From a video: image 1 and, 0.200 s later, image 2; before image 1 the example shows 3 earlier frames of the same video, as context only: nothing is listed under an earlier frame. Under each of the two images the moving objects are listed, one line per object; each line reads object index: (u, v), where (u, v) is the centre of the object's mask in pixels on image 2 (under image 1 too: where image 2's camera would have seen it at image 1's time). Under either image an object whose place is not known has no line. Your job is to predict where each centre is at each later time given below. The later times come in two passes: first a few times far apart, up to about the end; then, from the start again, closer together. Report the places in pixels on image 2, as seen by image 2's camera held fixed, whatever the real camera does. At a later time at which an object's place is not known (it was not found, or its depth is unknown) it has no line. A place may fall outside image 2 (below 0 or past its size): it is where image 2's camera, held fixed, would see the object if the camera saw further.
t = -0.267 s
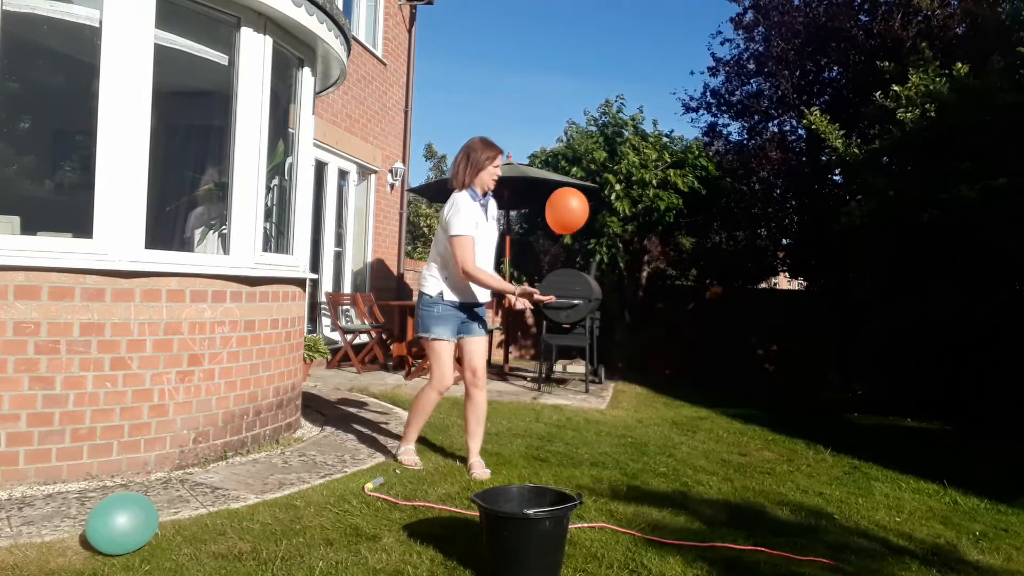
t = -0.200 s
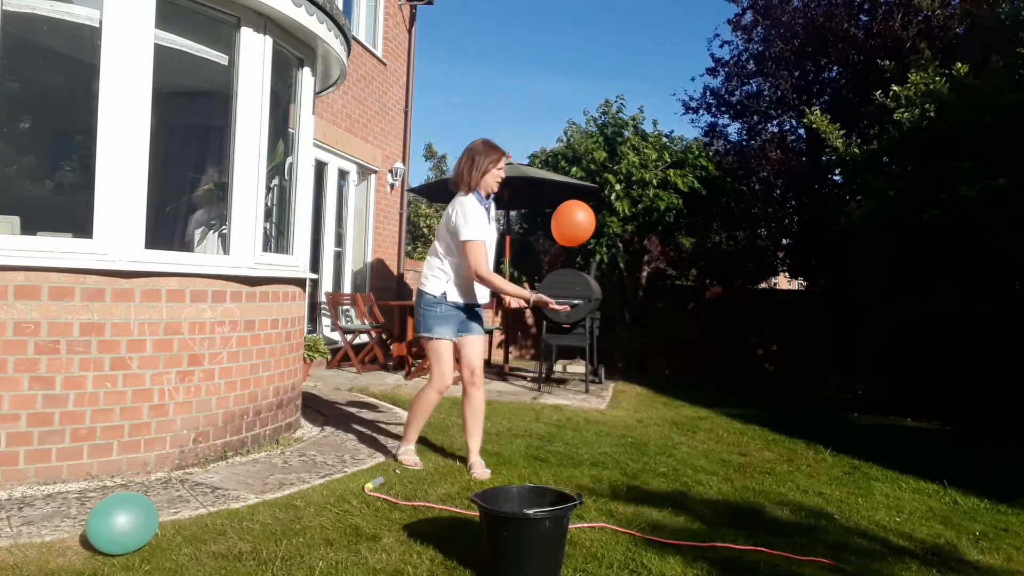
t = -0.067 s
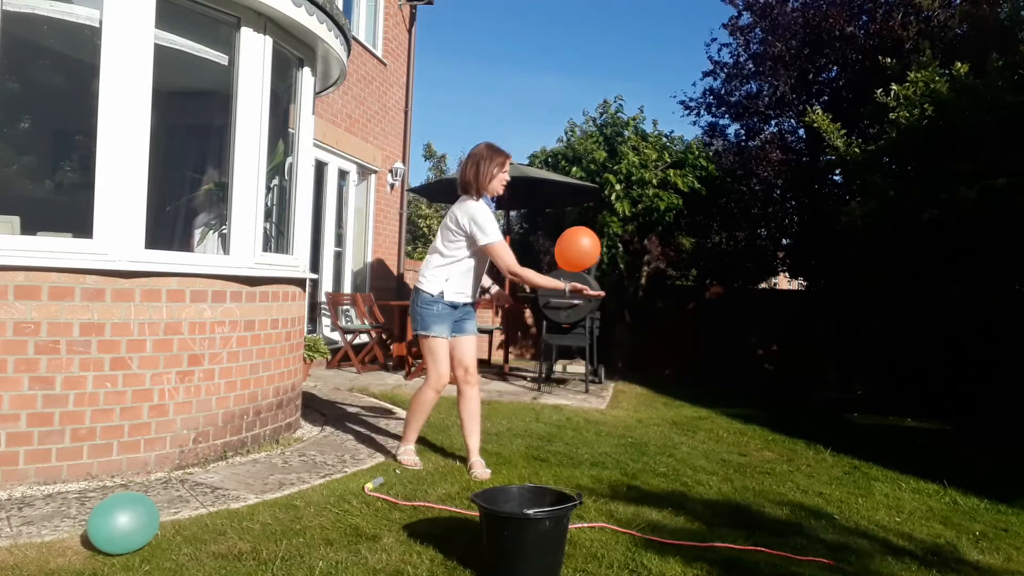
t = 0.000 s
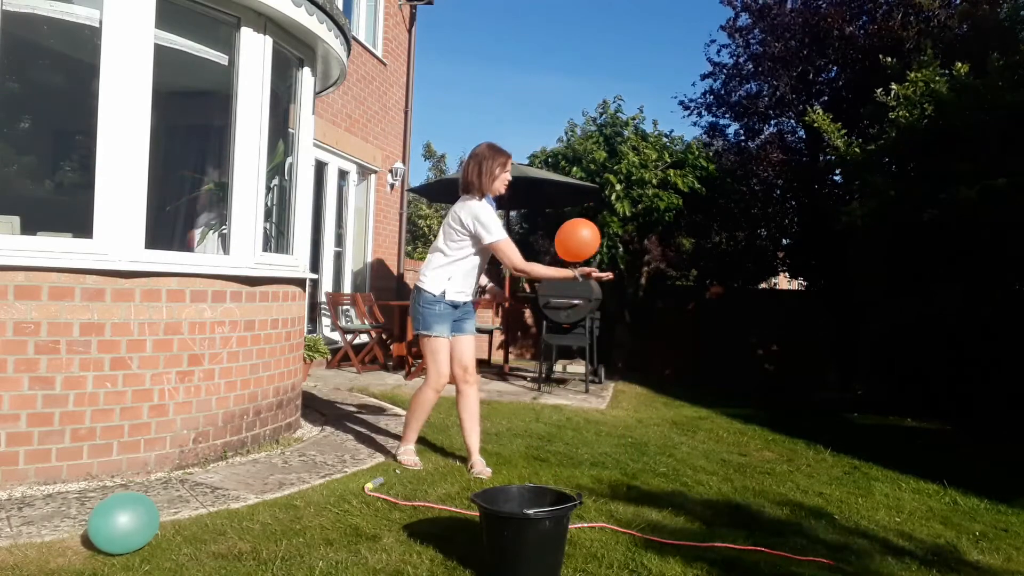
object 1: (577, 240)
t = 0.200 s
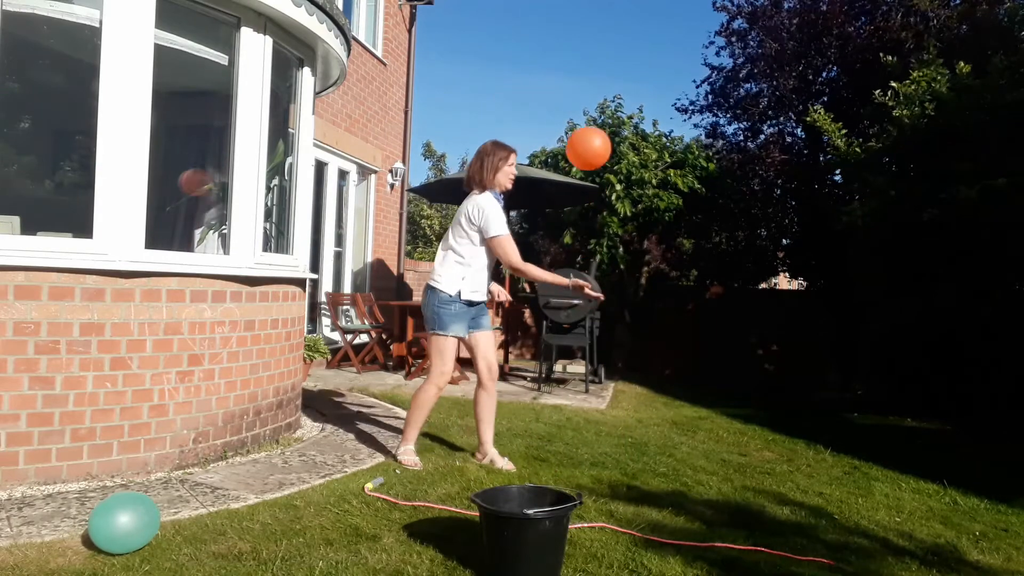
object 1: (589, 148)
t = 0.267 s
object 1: (592, 123)
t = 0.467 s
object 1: (603, 64)
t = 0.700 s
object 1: (615, 20)
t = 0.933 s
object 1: (619, 14)
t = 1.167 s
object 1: (621, 22)
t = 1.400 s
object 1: (626, 56)
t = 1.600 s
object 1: (639, 83)
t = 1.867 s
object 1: (666, 121)
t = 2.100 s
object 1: (684, 177)
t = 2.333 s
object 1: (649, 259)
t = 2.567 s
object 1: (569, 342)
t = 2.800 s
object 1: (491, 429)
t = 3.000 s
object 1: (437, 499)
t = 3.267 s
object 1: (425, 519)
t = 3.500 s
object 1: (435, 507)
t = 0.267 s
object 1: (592, 123)
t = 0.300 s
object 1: (594, 112)
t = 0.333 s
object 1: (596, 101)
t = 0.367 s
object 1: (597, 91)
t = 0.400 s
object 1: (599, 81)
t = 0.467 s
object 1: (603, 64)
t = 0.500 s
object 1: (604, 56)
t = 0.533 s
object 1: (606, 48)
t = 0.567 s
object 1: (608, 41)
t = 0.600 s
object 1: (610, 35)
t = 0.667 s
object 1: (613, 24)
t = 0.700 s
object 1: (615, 20)
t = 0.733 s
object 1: (616, 18)
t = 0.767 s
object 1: (616, 16)
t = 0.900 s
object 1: (618, 14)
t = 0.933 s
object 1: (619, 14)
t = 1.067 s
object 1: (621, 17)
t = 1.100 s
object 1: (621, 18)
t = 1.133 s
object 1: (621, 20)
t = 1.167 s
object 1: (621, 22)
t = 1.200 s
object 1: (621, 25)
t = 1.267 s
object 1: (622, 34)
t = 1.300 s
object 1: (623, 39)
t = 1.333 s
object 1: (623, 45)
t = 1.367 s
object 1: (624, 50)
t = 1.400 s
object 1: (626, 56)
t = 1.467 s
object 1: (630, 66)
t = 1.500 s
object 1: (632, 70)
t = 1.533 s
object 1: (634, 75)
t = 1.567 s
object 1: (637, 79)
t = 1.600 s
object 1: (639, 83)
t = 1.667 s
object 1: (645, 92)
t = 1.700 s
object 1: (648, 96)
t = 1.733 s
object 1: (651, 101)
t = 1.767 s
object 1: (654, 105)
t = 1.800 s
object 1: (658, 110)
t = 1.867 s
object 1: (666, 121)
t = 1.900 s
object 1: (669, 126)
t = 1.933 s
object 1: (673, 133)
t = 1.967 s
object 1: (677, 140)
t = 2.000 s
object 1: (680, 148)
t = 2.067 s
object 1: (684, 166)
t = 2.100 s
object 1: (684, 177)
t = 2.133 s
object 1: (683, 188)
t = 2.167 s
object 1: (681, 199)
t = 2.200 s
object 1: (677, 210)
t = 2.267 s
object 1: (665, 235)
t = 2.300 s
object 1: (657, 247)
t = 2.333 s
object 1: (649, 259)
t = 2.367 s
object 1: (639, 271)
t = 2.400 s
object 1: (628, 283)
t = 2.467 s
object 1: (605, 307)
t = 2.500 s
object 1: (593, 319)
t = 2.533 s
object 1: (581, 330)
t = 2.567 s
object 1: (569, 342)
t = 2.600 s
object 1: (557, 354)
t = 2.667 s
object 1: (534, 378)
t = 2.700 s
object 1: (522, 390)
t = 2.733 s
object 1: (511, 403)
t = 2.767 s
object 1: (501, 416)
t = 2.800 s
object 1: (491, 429)
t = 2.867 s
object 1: (471, 453)
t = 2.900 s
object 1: (461, 465)
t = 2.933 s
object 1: (452, 477)
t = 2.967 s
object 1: (445, 488)
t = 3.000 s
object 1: (437, 499)
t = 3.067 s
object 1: (426, 520)
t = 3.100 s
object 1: (422, 531)
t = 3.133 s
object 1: (420, 537)
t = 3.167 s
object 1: (421, 532)
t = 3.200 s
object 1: (422, 527)
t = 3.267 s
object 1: (425, 519)
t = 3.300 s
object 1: (426, 516)
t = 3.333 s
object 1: (427, 515)
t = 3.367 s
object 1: (429, 514)
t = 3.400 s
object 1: (430, 513)
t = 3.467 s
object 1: (433, 509)
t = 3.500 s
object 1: (435, 507)
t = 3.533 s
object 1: (437, 507)
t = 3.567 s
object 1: (439, 506)
